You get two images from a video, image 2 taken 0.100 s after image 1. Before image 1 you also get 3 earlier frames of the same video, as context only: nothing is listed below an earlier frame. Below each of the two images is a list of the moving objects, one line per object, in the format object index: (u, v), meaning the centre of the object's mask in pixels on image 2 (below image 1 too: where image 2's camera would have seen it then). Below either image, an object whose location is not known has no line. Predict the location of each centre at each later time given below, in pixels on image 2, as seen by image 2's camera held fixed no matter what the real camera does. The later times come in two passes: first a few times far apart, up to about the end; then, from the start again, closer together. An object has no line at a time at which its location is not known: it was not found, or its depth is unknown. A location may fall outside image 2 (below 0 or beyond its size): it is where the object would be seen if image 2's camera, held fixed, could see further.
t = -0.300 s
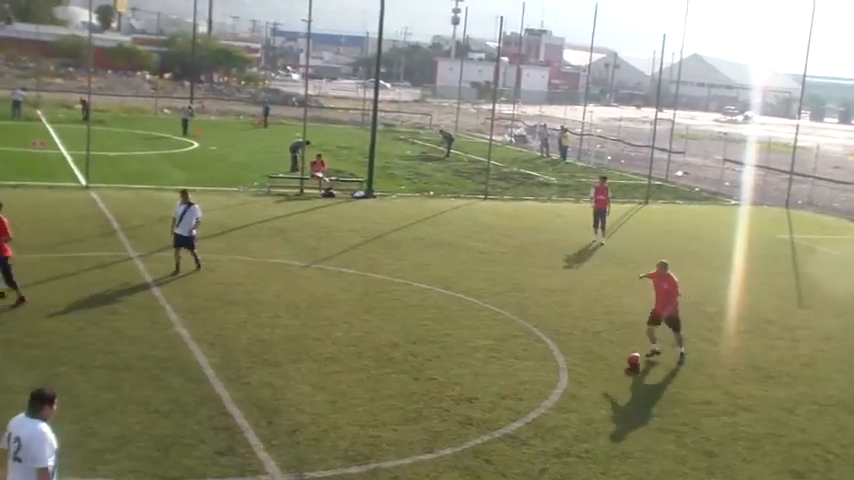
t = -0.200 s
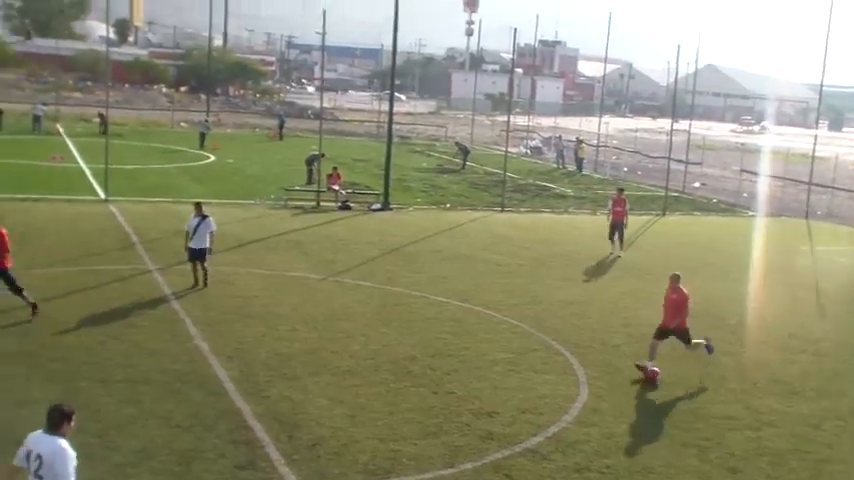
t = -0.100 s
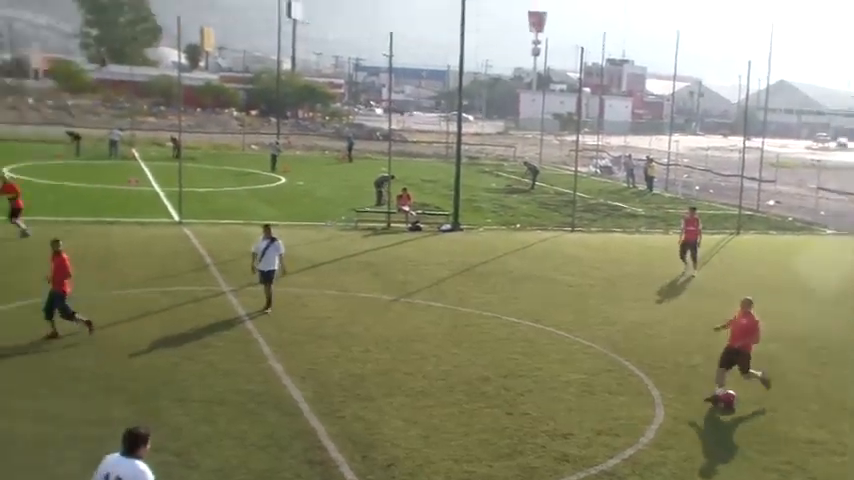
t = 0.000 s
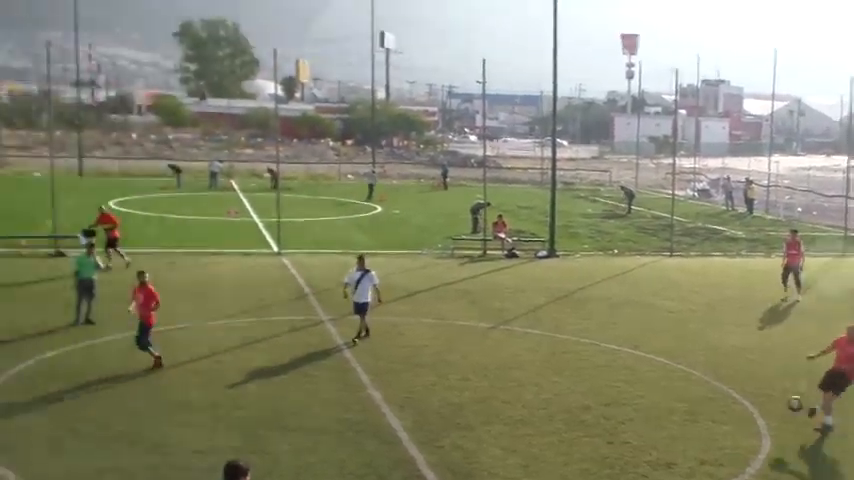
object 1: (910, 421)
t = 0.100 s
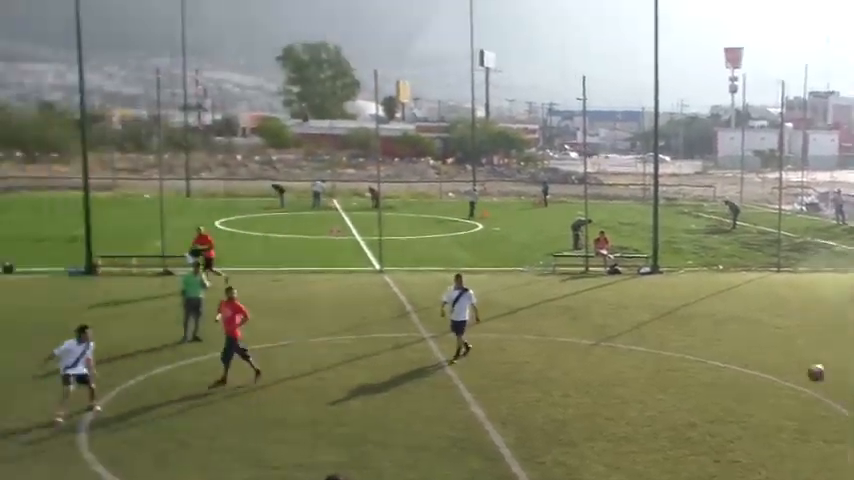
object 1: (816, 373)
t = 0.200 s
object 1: (718, 327)
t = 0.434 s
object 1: (480, 237)
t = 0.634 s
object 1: (266, 187)
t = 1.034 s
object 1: (-200, 166)
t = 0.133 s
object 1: (783, 357)
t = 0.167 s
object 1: (751, 342)
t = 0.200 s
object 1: (718, 327)
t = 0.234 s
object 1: (685, 312)
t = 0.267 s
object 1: (651, 298)
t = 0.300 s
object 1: (617, 284)
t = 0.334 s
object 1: (581, 271)
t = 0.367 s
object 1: (549, 260)
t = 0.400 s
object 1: (514, 248)
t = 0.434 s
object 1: (480, 237)
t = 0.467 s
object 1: (445, 227)
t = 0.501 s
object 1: (410, 217)
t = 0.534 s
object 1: (376, 208)
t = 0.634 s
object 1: (266, 187)
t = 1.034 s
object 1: (-200, 166)
